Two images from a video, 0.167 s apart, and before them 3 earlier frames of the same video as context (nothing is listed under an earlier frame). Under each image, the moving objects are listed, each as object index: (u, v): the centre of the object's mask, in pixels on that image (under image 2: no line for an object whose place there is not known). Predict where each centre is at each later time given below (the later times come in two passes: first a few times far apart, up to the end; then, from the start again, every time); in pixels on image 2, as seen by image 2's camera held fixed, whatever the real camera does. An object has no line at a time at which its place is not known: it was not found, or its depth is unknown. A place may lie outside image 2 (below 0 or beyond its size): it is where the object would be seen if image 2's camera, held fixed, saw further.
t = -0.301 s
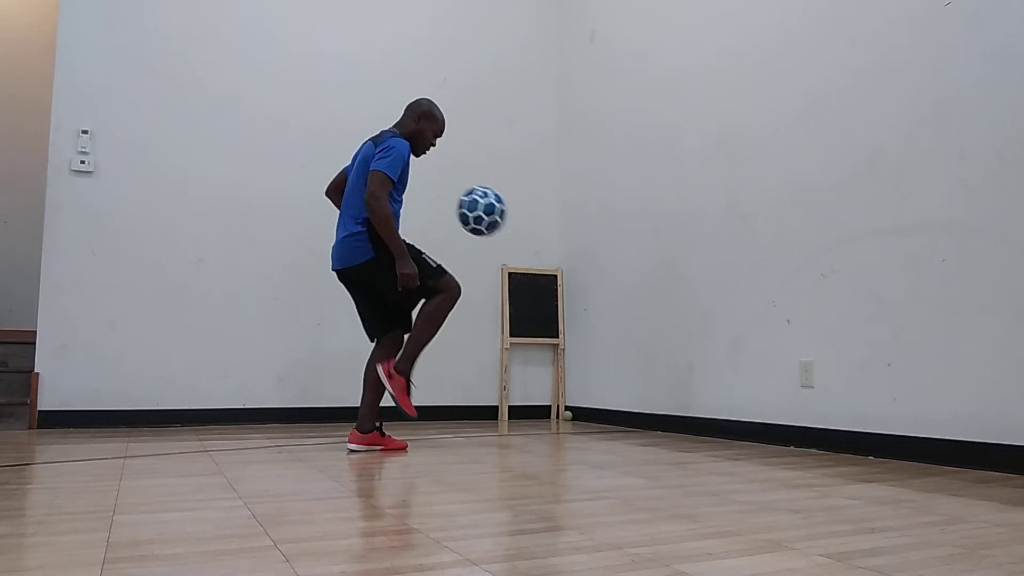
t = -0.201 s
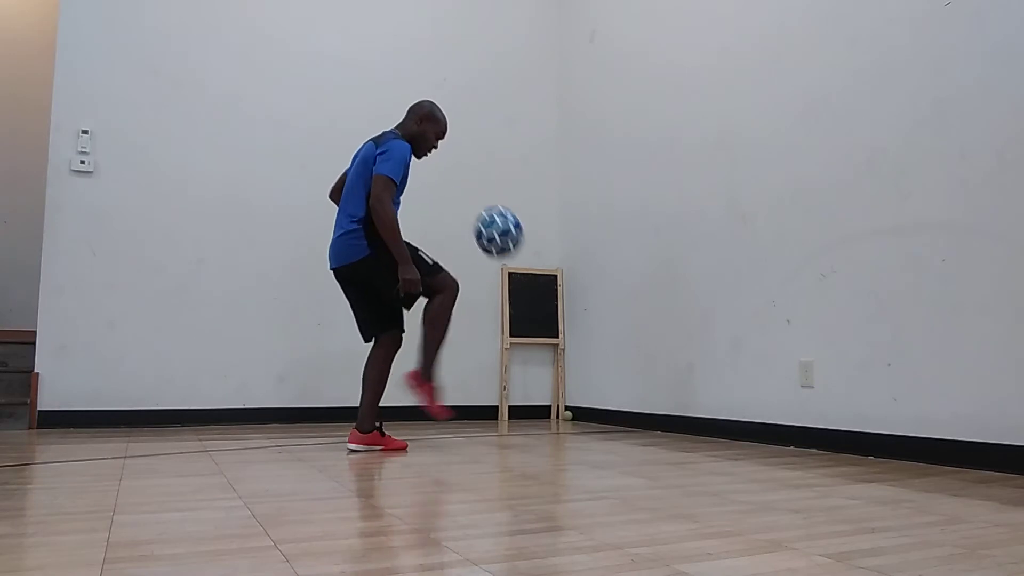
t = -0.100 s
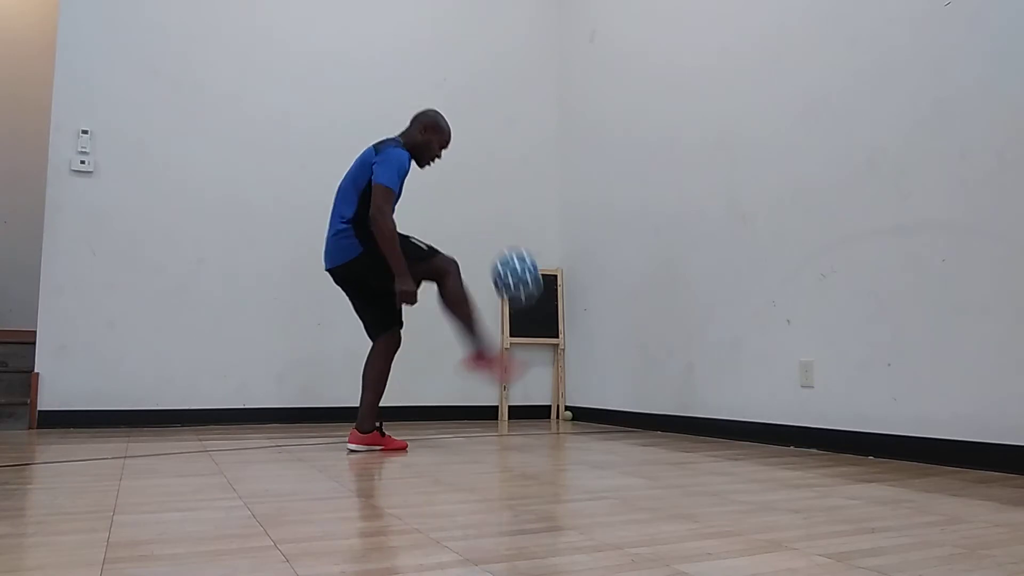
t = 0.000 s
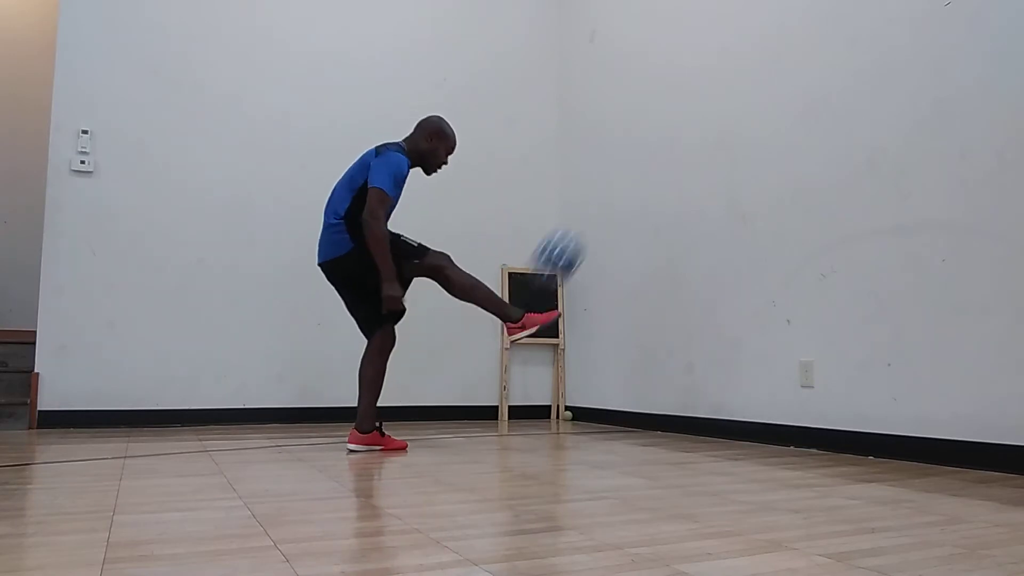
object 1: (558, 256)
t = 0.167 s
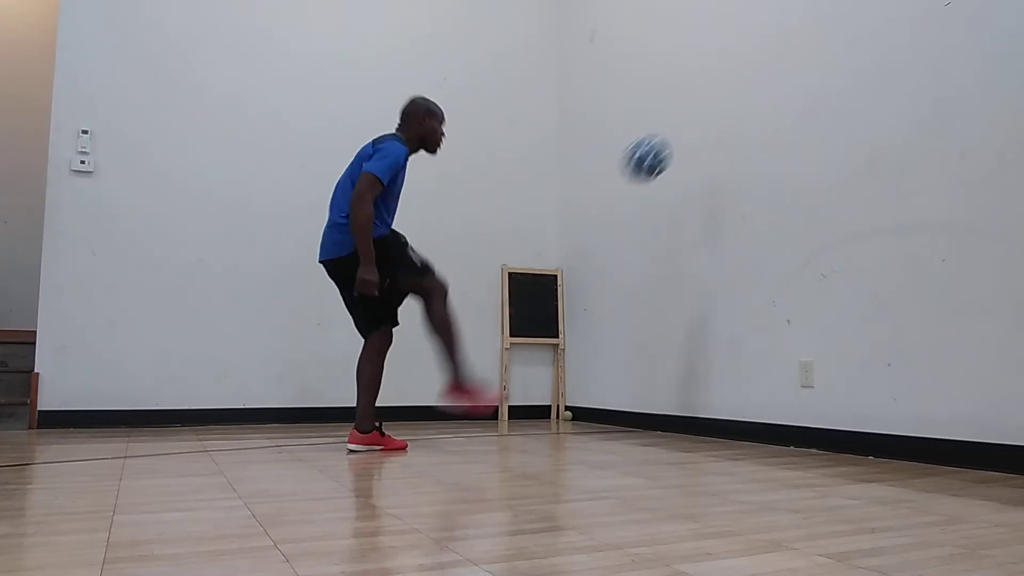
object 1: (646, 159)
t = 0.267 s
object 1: (693, 130)
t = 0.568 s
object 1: (560, 106)
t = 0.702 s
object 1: (486, 152)
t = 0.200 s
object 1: (663, 147)
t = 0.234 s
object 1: (678, 137)
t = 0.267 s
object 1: (693, 130)
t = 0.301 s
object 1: (691, 121)
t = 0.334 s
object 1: (674, 113)
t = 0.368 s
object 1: (658, 106)
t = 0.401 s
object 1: (642, 100)
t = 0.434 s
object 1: (627, 97)
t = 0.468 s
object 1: (611, 96)
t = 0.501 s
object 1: (595, 97)
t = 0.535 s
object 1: (578, 100)
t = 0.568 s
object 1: (560, 106)
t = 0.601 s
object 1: (542, 113)
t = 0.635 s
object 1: (524, 123)
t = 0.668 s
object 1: (505, 136)
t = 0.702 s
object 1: (486, 152)
